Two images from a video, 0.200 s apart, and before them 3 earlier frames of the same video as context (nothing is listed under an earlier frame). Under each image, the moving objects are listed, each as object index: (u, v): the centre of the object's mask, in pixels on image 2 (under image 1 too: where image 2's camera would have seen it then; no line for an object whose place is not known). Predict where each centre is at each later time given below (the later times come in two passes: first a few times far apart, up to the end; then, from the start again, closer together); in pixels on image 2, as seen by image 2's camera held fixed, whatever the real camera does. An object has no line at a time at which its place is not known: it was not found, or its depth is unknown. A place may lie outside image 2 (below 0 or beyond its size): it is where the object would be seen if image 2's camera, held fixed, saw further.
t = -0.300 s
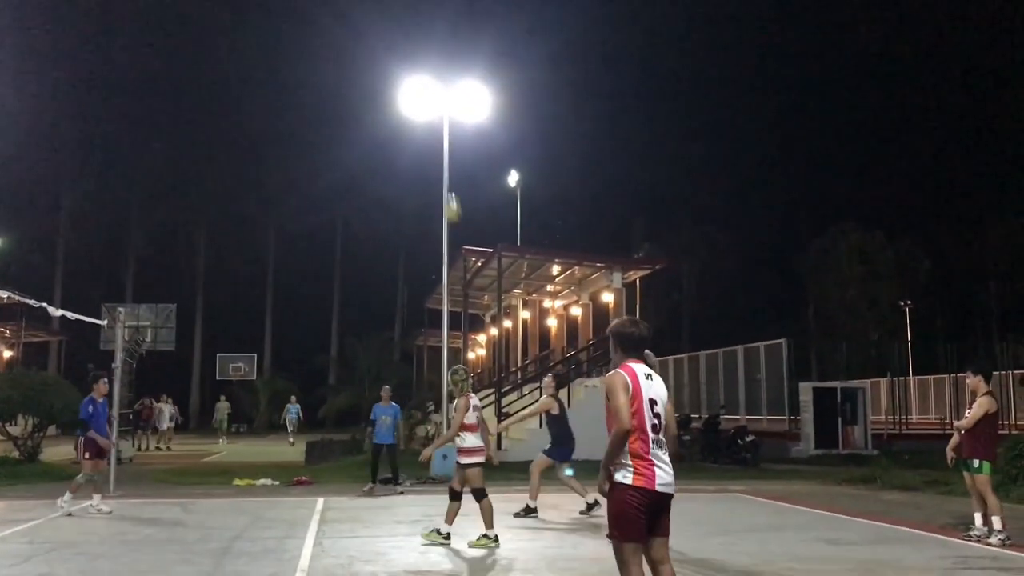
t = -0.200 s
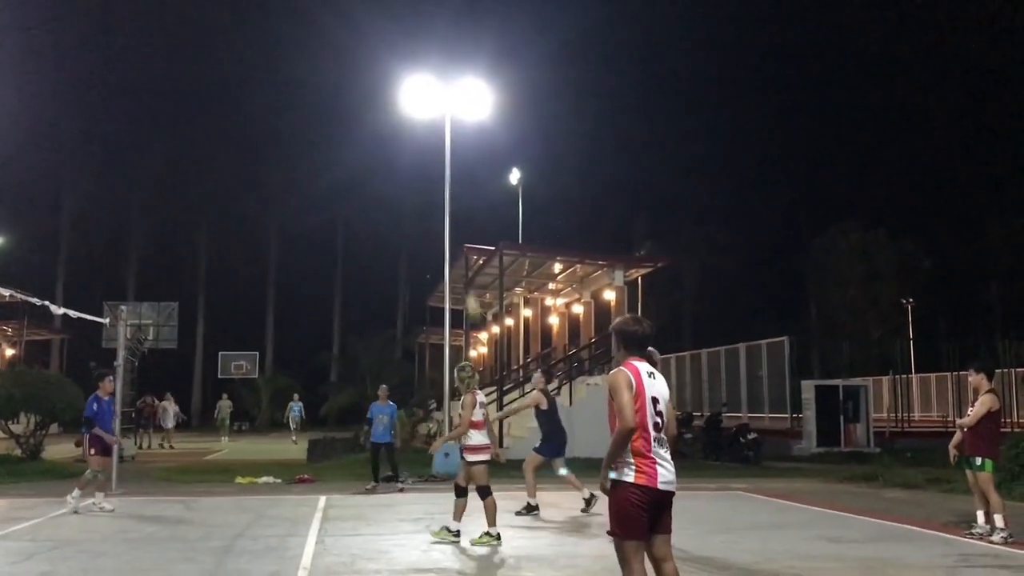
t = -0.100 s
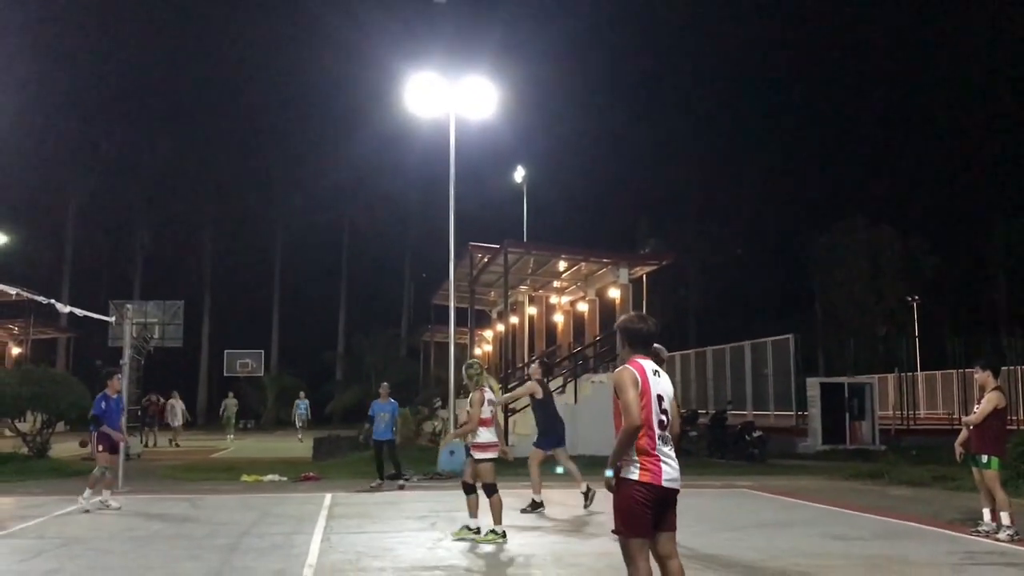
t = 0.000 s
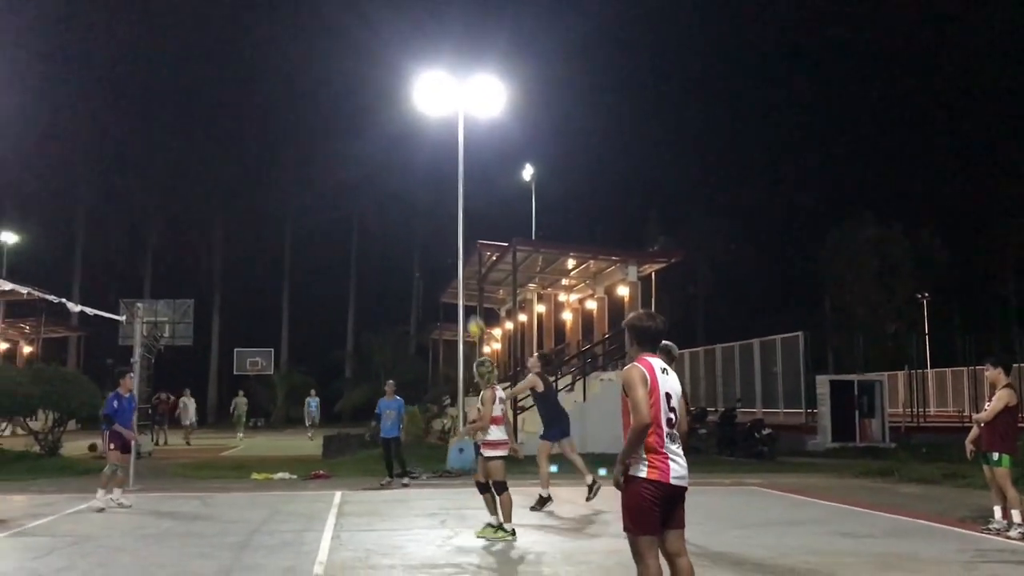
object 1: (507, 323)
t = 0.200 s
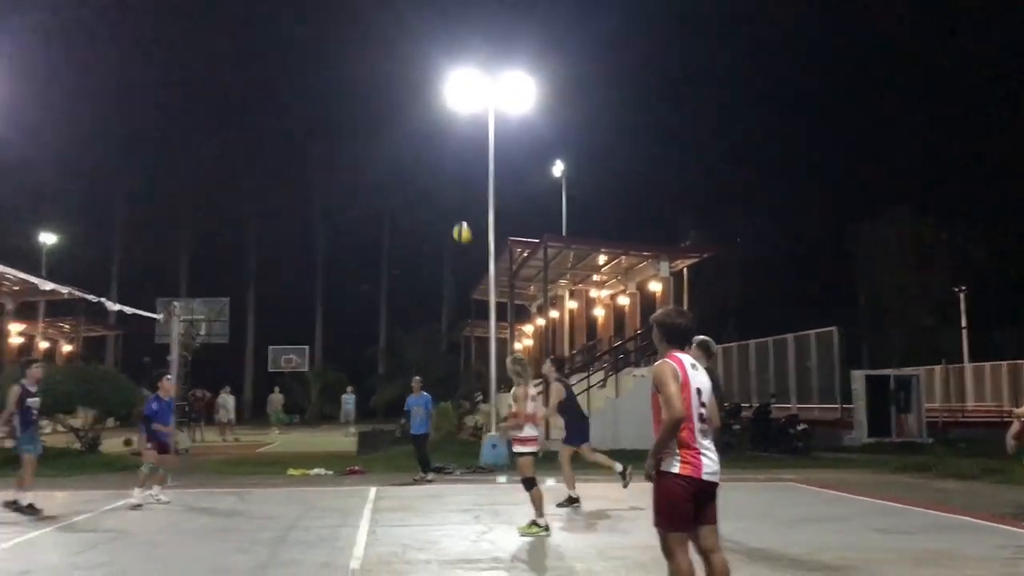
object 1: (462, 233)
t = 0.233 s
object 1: (455, 221)
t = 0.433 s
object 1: (410, 169)
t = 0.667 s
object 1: (357, 150)
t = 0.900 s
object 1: (301, 179)
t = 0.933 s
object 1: (293, 188)
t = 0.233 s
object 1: (455, 221)
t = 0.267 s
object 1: (447, 209)
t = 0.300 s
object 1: (440, 199)
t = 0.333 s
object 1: (433, 191)
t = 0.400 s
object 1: (418, 175)
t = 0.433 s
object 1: (410, 169)
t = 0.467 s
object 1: (403, 163)
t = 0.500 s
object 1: (395, 159)
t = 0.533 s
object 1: (387, 155)
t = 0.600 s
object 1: (372, 151)
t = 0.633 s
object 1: (365, 150)
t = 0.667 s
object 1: (357, 150)
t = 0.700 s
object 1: (349, 151)
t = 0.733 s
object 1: (341, 154)
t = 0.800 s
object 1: (325, 161)
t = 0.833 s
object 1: (317, 166)
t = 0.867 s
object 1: (309, 172)
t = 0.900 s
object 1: (301, 179)
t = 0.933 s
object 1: (293, 188)
